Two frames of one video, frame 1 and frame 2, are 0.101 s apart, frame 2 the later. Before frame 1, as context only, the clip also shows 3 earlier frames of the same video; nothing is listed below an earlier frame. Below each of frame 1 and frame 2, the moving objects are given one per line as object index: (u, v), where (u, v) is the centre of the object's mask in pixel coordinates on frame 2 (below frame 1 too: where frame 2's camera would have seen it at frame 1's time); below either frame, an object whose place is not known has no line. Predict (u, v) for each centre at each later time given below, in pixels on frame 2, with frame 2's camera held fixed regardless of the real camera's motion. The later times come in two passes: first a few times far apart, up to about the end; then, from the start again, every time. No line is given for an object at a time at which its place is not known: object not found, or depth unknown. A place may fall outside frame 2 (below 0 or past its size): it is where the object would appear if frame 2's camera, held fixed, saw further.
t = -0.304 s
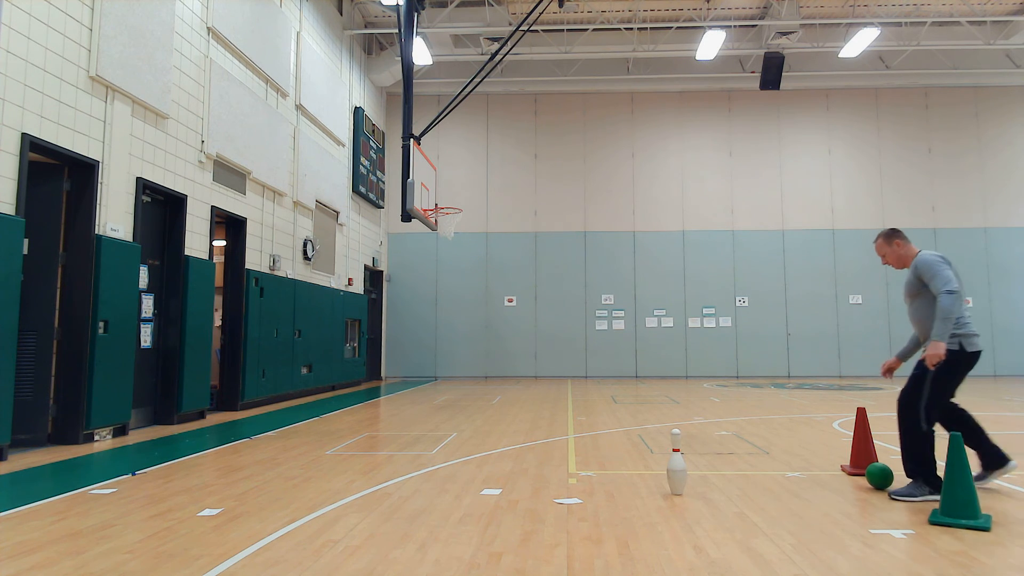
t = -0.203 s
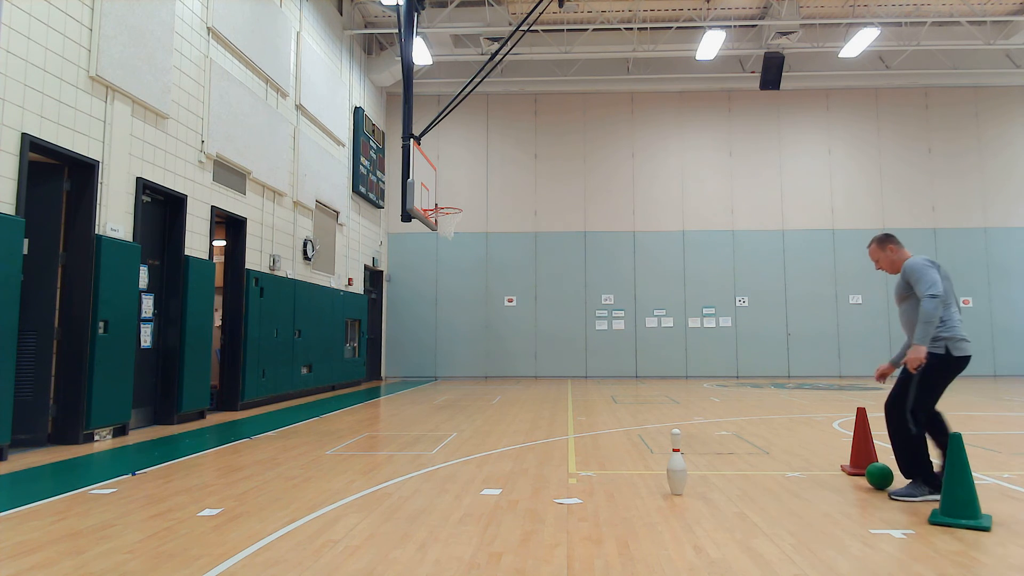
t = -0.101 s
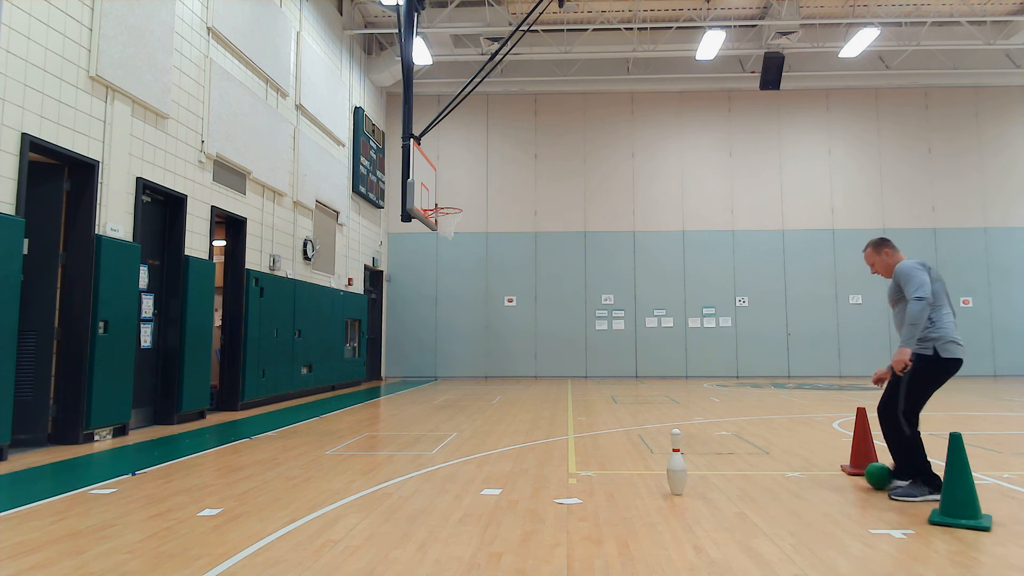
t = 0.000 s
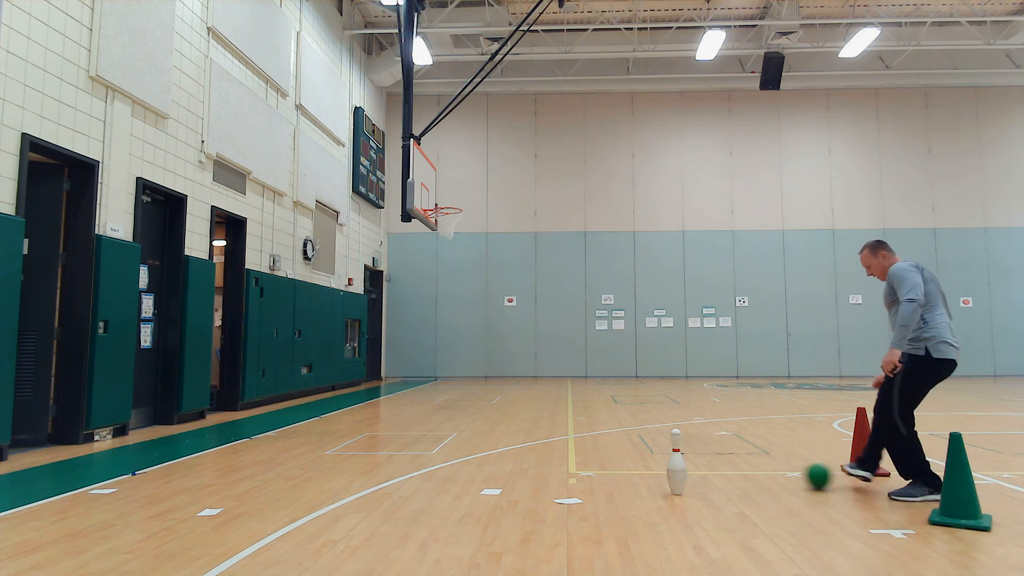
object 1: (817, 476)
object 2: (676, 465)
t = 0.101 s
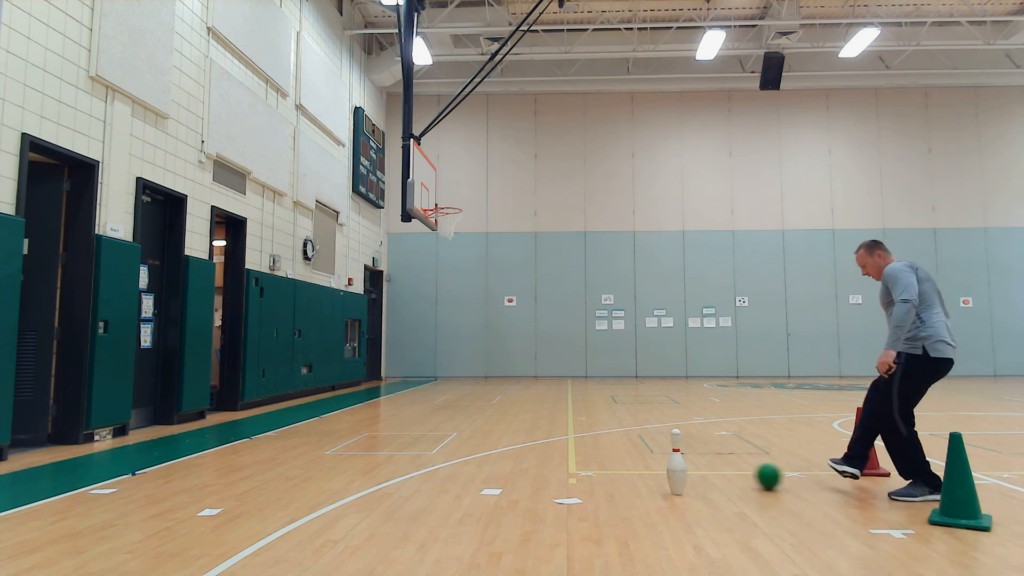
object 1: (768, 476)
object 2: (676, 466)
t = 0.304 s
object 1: (688, 476)
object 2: (676, 466)
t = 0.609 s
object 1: (576, 472)
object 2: (670, 467)
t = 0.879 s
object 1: (494, 468)
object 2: (667, 473)
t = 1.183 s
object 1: (410, 465)
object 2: (664, 490)
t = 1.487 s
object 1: (335, 463)
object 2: (657, 492)
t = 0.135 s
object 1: (753, 476)
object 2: (676, 465)
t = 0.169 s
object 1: (738, 476)
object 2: (676, 466)
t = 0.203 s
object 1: (723, 476)
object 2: (676, 466)
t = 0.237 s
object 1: (708, 476)
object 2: (676, 466)
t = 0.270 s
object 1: (695, 476)
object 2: (676, 465)
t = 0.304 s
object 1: (688, 476)
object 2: (676, 466)
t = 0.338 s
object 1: (661, 475)
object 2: (675, 465)
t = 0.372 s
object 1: (655, 475)
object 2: (674, 467)
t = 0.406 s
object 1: (643, 474)
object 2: (674, 466)
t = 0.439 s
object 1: (632, 474)
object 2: (673, 466)
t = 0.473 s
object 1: (620, 473)
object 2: (672, 466)
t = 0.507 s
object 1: (609, 473)
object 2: (672, 466)
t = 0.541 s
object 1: (598, 472)
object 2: (671, 466)
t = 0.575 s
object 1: (587, 472)
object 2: (671, 467)
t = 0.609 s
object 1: (576, 472)
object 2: (670, 467)
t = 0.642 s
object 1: (565, 471)
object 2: (670, 467)
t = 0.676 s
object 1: (555, 471)
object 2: (669, 467)
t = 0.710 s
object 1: (544, 470)
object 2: (669, 467)
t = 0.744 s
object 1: (534, 470)
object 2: (668, 468)
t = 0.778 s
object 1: (524, 469)
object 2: (668, 469)
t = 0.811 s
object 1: (514, 469)
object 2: (668, 470)
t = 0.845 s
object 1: (504, 469)
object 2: (667, 471)
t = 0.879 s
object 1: (494, 468)
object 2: (667, 473)
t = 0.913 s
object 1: (484, 468)
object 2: (667, 477)
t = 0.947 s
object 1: (475, 467)
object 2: (667, 481)
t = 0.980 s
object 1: (465, 467)
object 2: (666, 487)
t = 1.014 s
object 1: (456, 467)
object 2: (667, 491)
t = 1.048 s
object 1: (447, 466)
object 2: (666, 488)
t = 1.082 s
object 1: (437, 466)
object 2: (665, 486)
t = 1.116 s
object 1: (429, 465)
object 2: (664, 486)
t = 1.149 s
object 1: (419, 465)
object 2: (664, 488)
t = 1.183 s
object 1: (410, 465)
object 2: (664, 490)
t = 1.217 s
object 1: (401, 465)
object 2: (663, 489)
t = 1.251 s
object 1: (393, 465)
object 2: (662, 490)
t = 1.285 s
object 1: (384, 464)
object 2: (663, 495)
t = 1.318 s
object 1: (376, 464)
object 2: (662, 492)
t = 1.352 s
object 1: (368, 464)
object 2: (661, 491)
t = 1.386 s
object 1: (359, 463)
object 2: (660, 491)
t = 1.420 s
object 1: (351, 463)
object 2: (659, 493)
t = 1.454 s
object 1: (342, 463)
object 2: (658, 495)
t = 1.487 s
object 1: (335, 463)
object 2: (657, 492)
